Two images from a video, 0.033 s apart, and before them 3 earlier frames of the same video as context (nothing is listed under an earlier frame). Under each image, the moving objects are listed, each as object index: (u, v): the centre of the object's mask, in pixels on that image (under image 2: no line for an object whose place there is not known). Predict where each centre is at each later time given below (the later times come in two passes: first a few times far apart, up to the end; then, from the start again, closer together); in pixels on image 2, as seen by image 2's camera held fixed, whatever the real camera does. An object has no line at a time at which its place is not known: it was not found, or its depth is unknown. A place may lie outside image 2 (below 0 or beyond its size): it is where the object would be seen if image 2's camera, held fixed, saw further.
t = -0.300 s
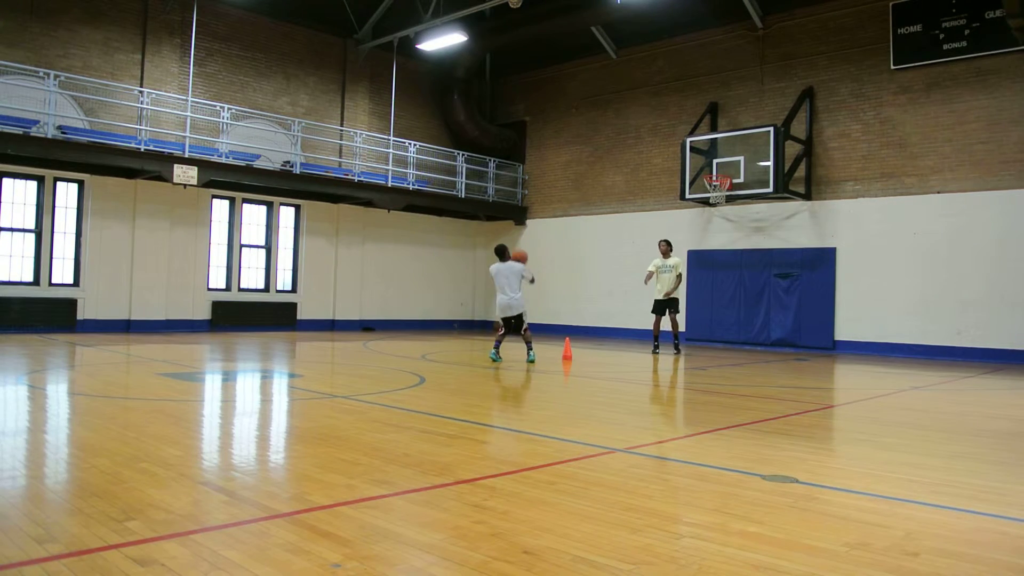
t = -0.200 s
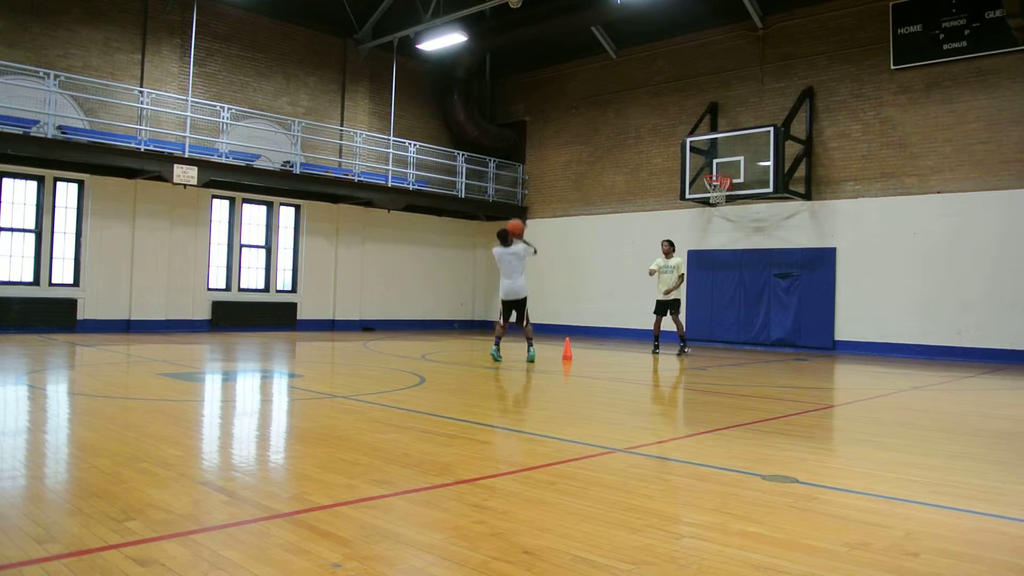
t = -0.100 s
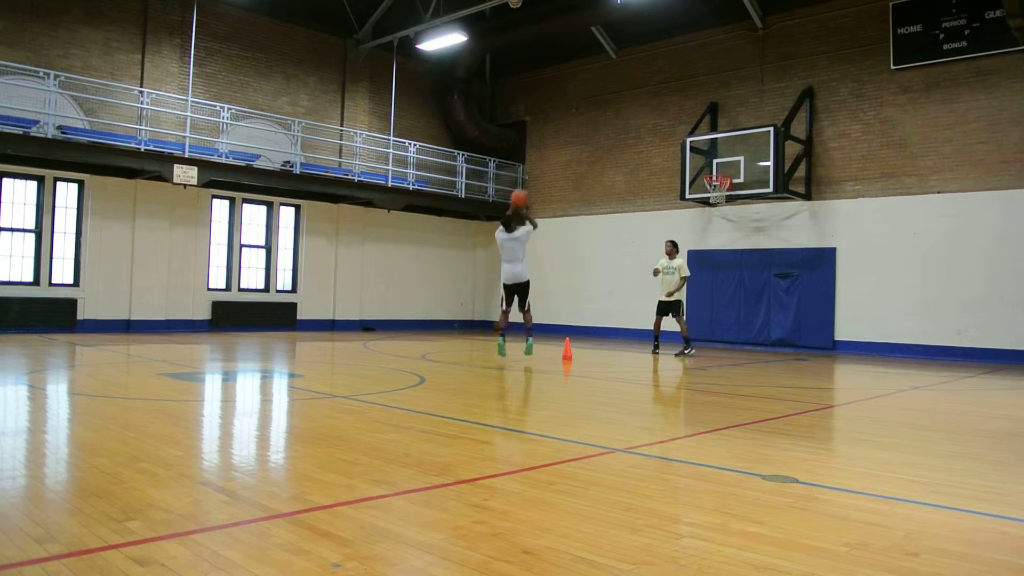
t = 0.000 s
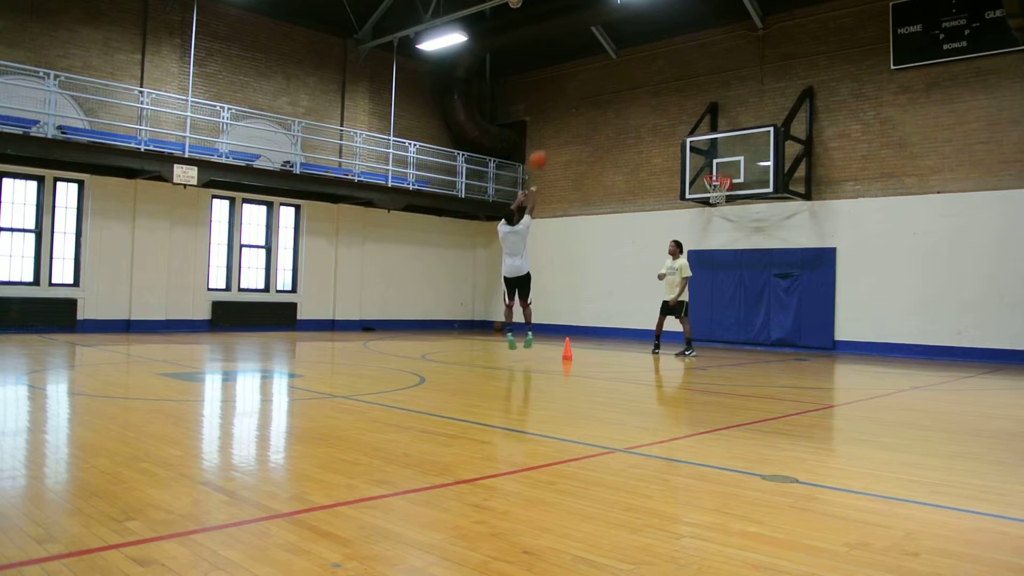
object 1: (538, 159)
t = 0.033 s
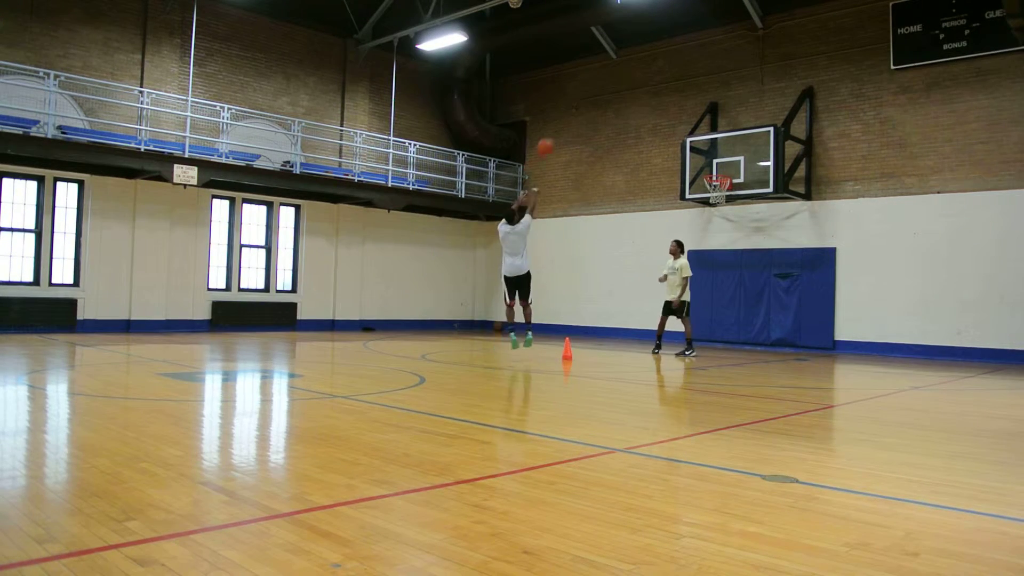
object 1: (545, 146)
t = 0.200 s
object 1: (579, 101)
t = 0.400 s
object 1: (616, 76)
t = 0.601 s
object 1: (647, 77)
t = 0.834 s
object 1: (679, 106)
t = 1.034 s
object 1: (704, 154)
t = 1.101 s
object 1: (710, 172)
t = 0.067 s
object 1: (553, 136)
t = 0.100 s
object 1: (559, 126)
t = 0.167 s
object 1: (573, 108)
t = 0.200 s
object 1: (579, 101)
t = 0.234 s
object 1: (586, 95)
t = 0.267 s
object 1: (592, 90)
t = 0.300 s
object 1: (598, 85)
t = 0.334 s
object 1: (604, 80)
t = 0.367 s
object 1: (610, 78)
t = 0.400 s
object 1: (616, 76)
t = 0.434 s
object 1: (621, 74)
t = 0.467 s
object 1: (627, 74)
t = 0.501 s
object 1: (632, 74)
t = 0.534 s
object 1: (637, 74)
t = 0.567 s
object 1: (642, 75)
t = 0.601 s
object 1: (647, 77)
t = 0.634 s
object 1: (652, 79)
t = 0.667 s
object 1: (657, 82)
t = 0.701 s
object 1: (661, 86)
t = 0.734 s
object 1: (666, 90)
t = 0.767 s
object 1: (670, 95)
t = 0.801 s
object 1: (675, 100)
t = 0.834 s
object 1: (679, 106)
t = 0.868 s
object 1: (683, 112)
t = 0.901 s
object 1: (688, 120)
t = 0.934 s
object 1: (692, 128)
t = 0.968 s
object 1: (695, 135)
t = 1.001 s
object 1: (701, 146)
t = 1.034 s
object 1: (704, 154)
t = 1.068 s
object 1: (707, 163)
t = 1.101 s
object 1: (710, 172)
